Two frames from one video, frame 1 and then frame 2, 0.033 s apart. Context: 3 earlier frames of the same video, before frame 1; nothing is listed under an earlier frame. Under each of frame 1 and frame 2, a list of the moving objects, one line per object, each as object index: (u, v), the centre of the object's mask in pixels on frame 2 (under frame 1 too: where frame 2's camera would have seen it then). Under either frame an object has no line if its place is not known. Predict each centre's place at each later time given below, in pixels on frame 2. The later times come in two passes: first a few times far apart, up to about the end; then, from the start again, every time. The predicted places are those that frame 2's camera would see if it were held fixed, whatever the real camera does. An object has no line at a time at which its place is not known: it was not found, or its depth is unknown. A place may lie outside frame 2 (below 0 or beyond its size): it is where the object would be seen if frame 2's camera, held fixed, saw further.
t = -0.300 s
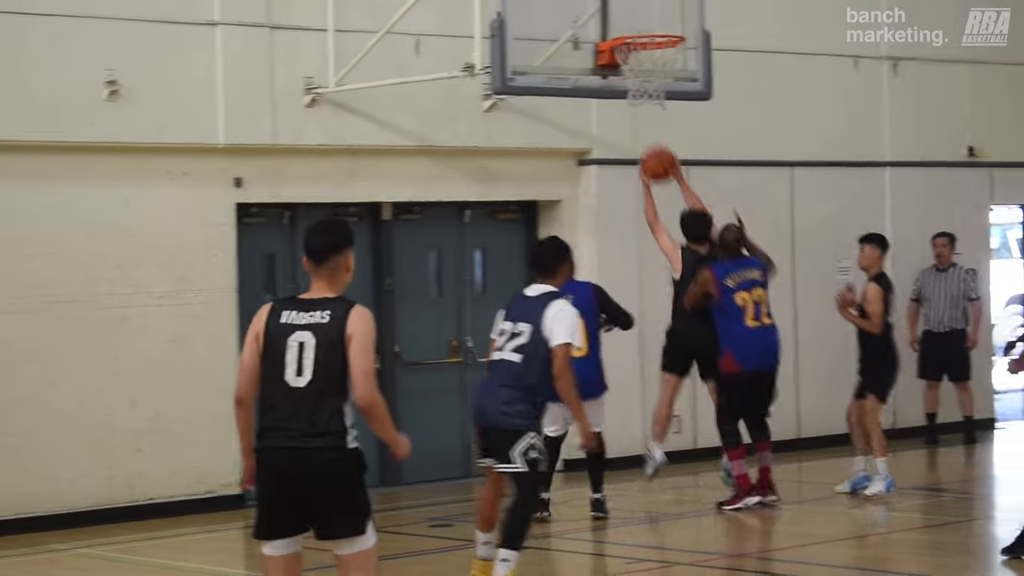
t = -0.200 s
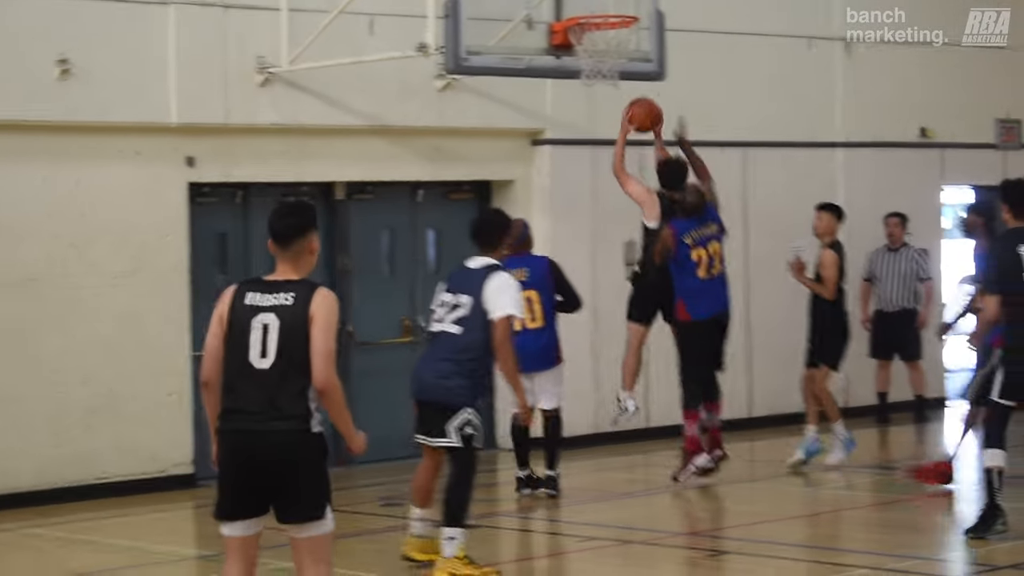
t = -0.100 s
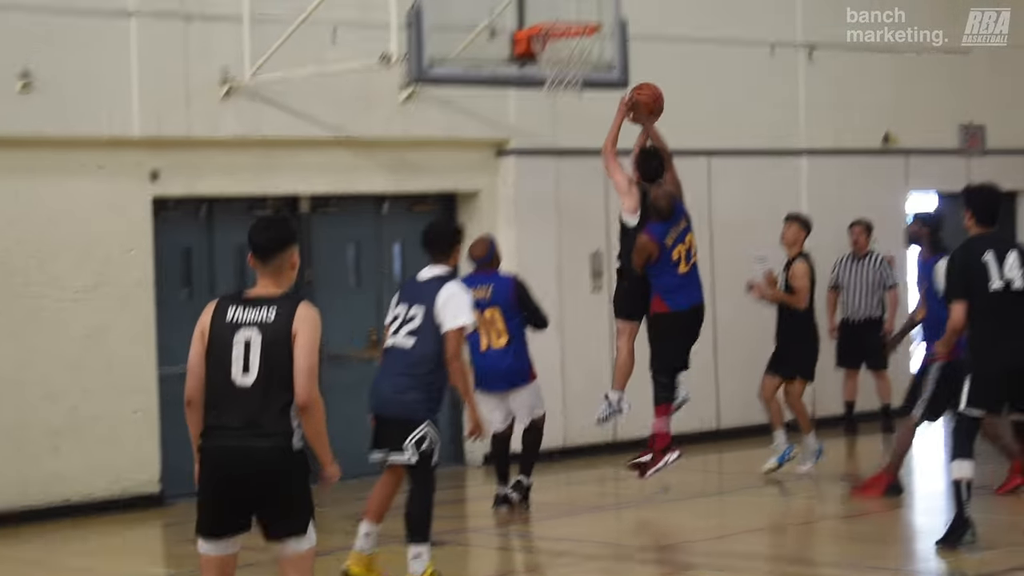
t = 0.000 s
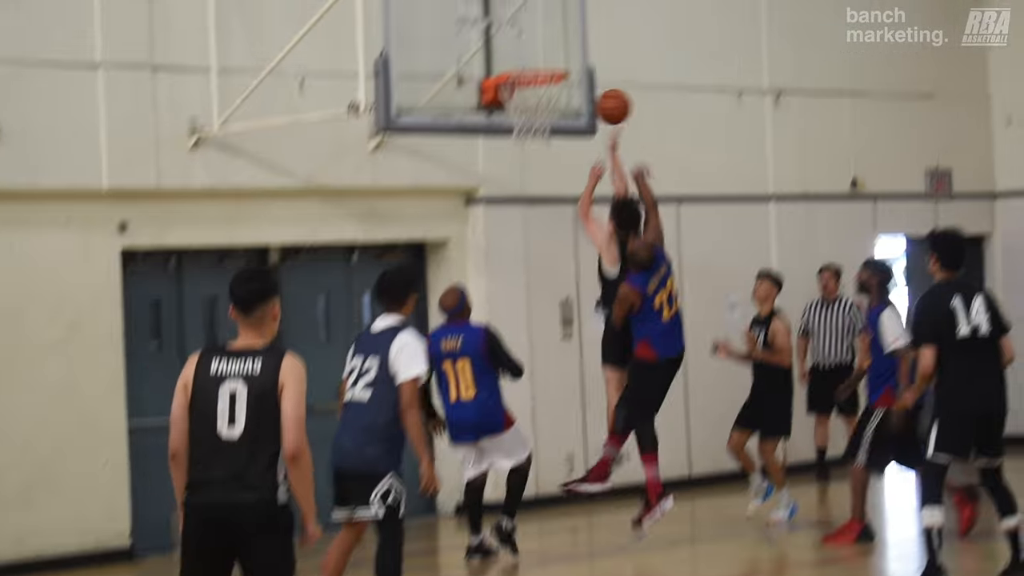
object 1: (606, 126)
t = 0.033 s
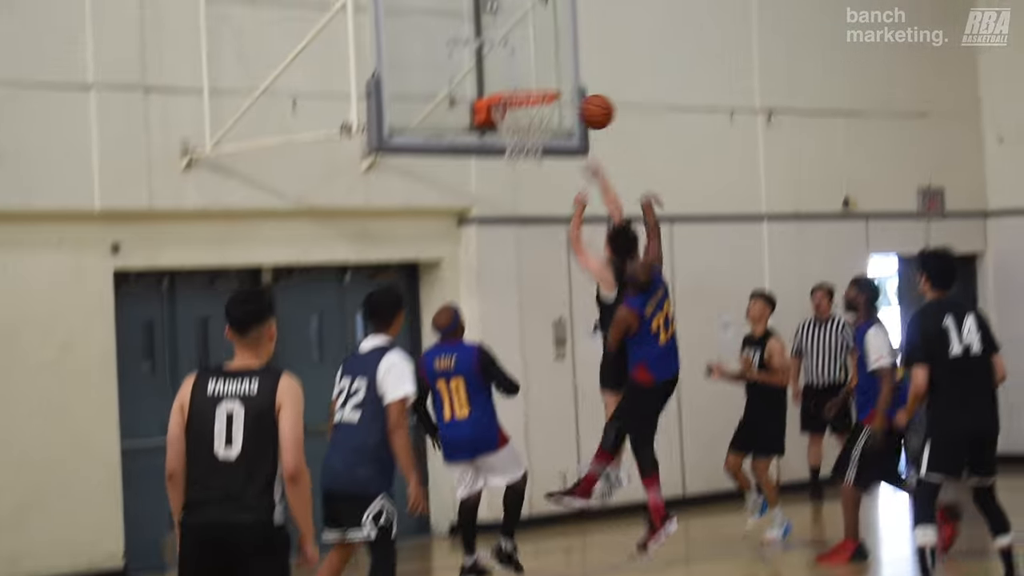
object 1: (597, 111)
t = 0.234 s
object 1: (546, 55)
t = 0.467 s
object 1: (520, 62)
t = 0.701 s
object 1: (523, 142)
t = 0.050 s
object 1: (592, 104)
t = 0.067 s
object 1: (588, 98)
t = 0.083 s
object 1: (583, 92)
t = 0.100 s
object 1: (579, 86)
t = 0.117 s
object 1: (575, 80)
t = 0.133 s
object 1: (570, 76)
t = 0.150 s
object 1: (566, 71)
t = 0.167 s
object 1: (562, 68)
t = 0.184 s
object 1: (558, 64)
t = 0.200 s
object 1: (554, 61)
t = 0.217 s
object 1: (550, 58)
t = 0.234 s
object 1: (546, 55)
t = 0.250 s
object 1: (542, 53)
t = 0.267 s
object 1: (538, 52)
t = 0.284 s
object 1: (534, 51)
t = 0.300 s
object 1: (530, 50)
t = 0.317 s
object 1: (526, 50)
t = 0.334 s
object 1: (522, 50)
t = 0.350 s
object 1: (521, 51)
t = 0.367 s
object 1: (521, 51)
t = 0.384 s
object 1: (521, 52)
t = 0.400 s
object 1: (520, 53)
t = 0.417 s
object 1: (520, 55)
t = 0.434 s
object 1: (520, 57)
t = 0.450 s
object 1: (520, 60)
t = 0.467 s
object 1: (520, 62)
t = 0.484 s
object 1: (520, 66)
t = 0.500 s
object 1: (520, 70)
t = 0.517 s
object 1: (520, 74)
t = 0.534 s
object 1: (521, 78)
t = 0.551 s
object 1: (521, 81)
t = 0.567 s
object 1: (521, 83)
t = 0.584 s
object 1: (521, 95)
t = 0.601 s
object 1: (522, 101)
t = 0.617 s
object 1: (522, 107)
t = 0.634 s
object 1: (523, 114)
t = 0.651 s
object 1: (521, 120)
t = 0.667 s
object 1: (522, 127)
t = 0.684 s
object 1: (523, 134)
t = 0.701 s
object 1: (523, 142)
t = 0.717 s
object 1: (523, 148)
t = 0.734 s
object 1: (524, 163)
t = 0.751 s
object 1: (525, 165)
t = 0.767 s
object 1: (525, 170)
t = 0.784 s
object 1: (526, 177)
